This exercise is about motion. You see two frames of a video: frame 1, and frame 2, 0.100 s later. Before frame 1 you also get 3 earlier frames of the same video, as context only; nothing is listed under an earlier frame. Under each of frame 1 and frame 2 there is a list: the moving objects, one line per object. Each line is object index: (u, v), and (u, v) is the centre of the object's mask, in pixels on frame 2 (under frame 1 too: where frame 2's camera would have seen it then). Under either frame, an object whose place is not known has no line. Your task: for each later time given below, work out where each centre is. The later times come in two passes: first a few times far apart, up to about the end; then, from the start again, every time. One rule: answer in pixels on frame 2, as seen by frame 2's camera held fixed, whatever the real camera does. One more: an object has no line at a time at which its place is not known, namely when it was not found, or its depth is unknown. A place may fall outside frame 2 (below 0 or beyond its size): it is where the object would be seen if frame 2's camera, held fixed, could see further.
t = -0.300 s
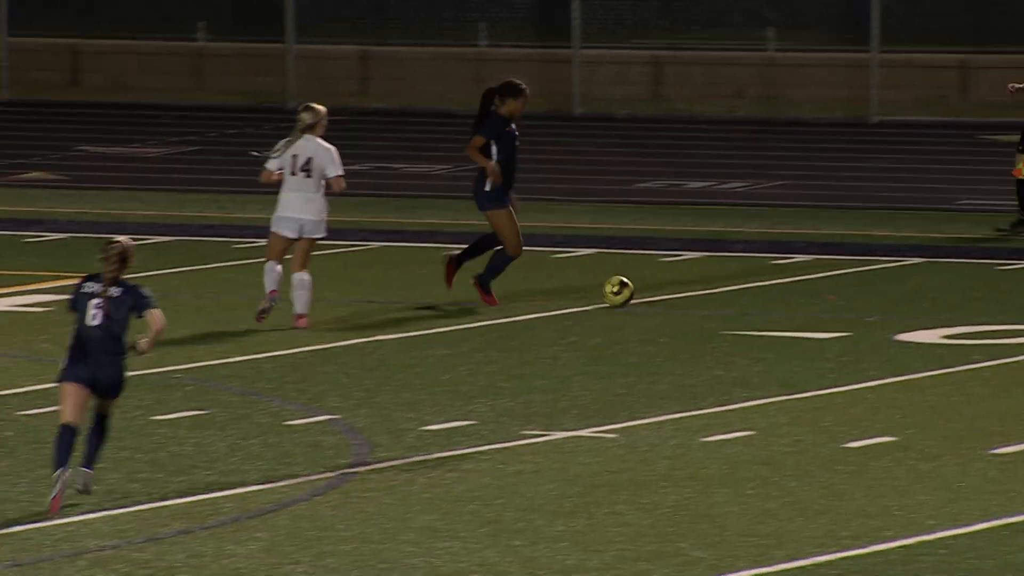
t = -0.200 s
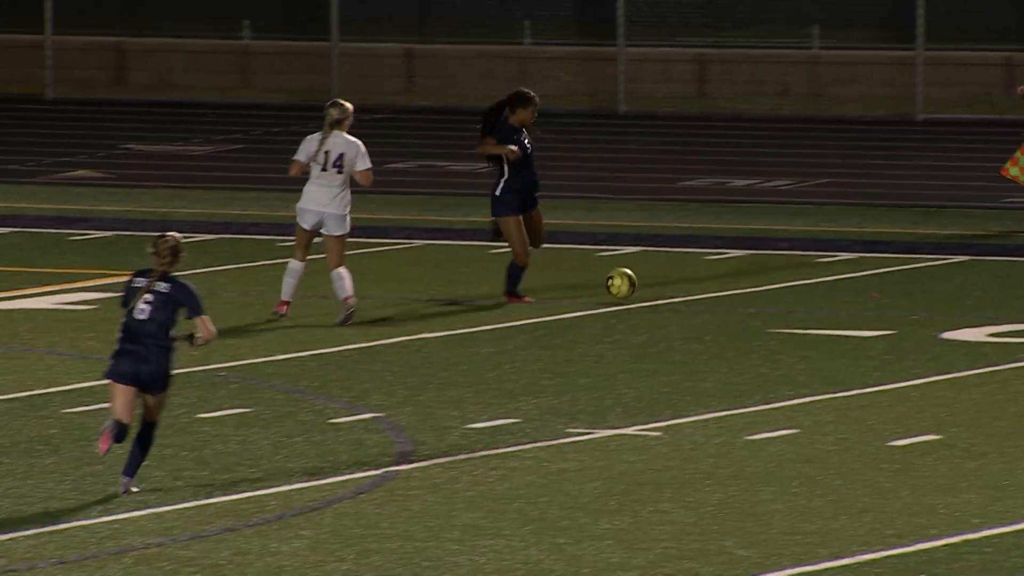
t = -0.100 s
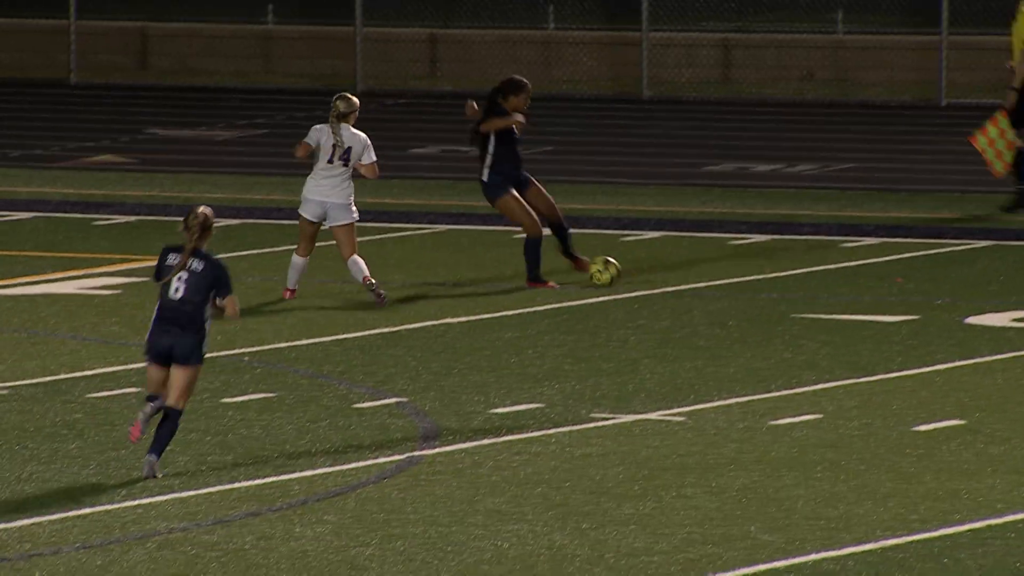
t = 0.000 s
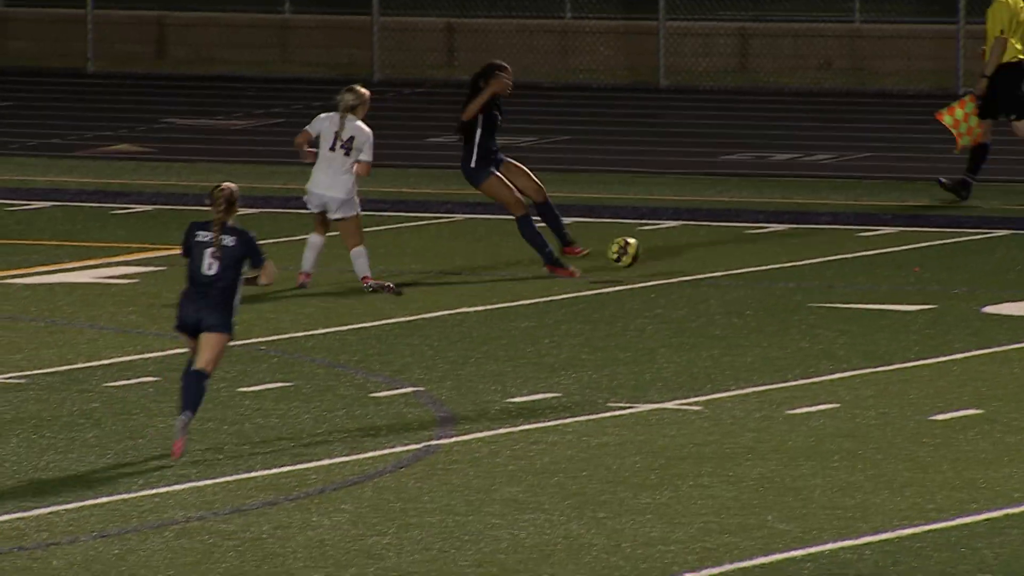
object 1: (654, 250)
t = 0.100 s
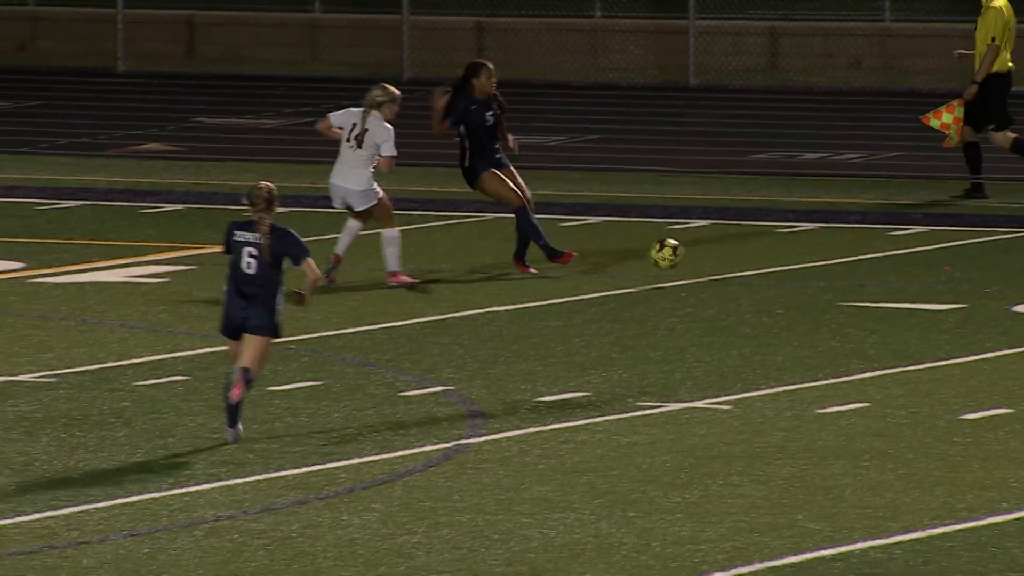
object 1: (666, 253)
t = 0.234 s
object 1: (682, 278)
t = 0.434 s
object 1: (687, 281)
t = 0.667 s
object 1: (684, 296)
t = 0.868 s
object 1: (674, 305)
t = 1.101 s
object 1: (657, 318)
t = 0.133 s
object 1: (671, 256)
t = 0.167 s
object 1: (675, 262)
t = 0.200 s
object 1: (678, 268)
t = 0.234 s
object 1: (682, 278)
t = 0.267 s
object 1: (684, 281)
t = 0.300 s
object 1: (685, 278)
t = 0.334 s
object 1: (686, 276)
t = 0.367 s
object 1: (686, 277)
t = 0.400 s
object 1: (686, 277)
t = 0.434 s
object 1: (687, 281)
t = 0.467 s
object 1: (687, 286)
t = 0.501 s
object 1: (687, 292)
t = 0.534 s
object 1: (688, 297)
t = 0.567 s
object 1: (686, 294)
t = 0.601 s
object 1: (685, 293)
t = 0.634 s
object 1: (684, 294)
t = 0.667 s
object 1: (684, 296)
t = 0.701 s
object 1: (682, 300)
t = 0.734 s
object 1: (681, 305)
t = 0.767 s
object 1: (679, 306)
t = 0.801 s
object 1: (677, 304)
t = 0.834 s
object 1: (676, 303)
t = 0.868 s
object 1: (674, 305)
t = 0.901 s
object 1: (671, 308)
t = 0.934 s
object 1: (669, 311)
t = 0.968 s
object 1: (667, 314)
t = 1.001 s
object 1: (664, 313)
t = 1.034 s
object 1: (662, 314)
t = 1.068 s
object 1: (660, 316)
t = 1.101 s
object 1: (657, 318)
